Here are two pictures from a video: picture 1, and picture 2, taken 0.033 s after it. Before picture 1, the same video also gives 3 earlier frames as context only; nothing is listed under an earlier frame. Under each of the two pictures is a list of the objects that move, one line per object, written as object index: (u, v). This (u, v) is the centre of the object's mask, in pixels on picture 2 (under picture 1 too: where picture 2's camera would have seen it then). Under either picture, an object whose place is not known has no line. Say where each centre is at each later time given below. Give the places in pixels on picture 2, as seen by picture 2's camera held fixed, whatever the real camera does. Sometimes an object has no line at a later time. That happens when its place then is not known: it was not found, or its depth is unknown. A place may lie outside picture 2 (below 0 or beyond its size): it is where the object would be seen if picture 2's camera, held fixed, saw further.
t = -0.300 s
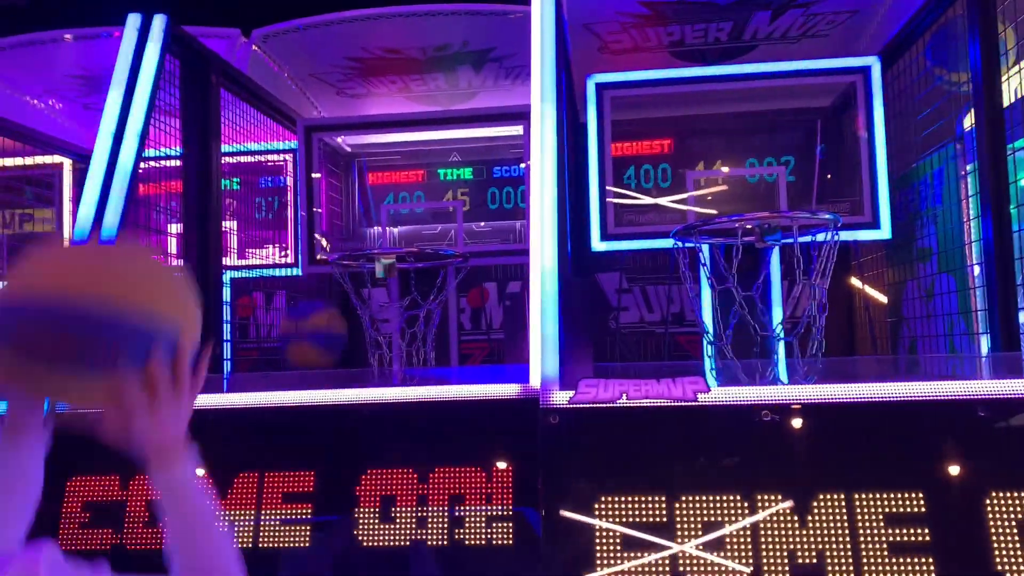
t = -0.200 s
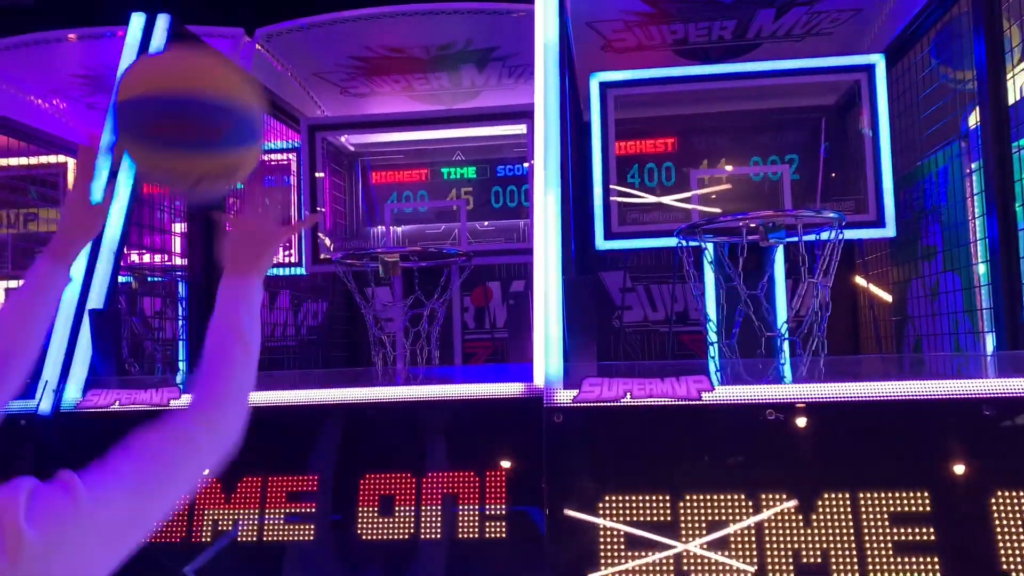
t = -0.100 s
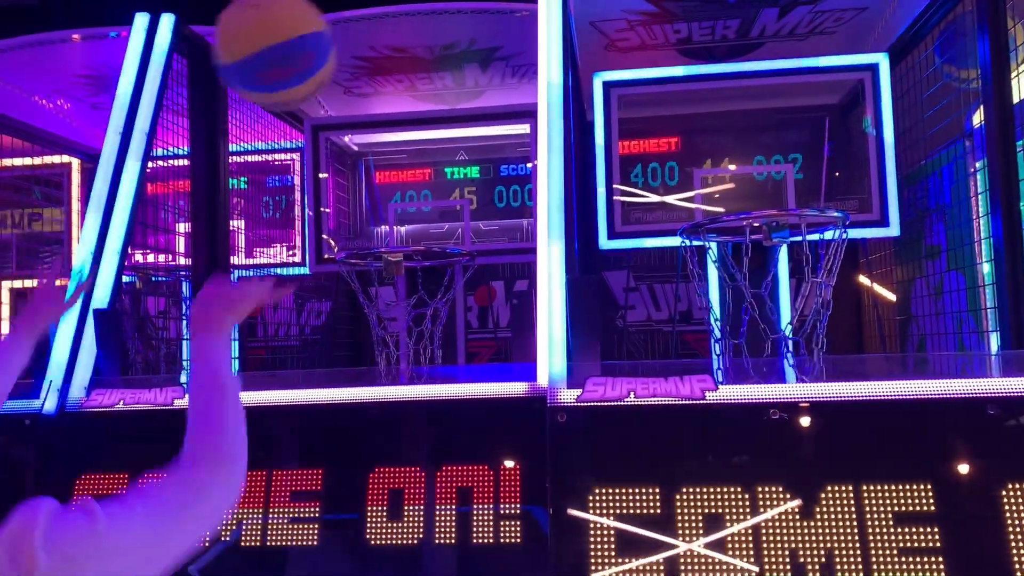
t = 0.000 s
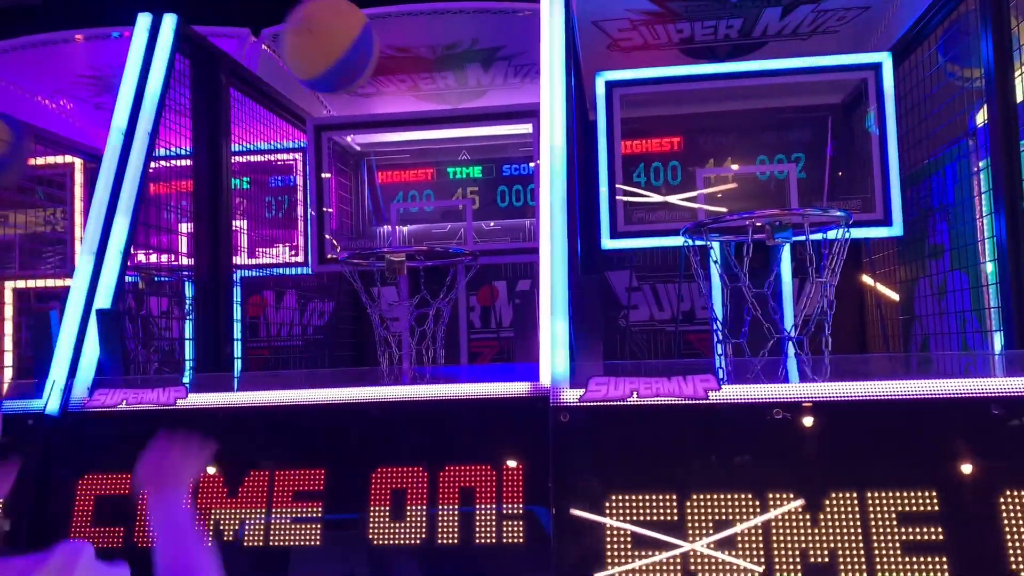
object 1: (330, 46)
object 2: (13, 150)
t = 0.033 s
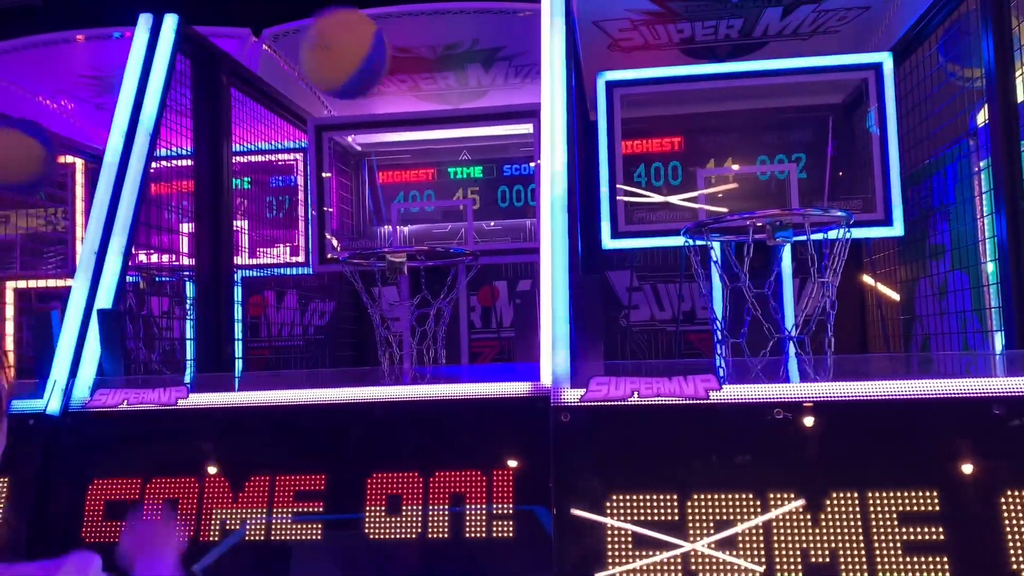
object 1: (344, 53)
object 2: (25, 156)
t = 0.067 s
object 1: (356, 64)
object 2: (44, 167)
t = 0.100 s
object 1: (366, 77)
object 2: (67, 178)
